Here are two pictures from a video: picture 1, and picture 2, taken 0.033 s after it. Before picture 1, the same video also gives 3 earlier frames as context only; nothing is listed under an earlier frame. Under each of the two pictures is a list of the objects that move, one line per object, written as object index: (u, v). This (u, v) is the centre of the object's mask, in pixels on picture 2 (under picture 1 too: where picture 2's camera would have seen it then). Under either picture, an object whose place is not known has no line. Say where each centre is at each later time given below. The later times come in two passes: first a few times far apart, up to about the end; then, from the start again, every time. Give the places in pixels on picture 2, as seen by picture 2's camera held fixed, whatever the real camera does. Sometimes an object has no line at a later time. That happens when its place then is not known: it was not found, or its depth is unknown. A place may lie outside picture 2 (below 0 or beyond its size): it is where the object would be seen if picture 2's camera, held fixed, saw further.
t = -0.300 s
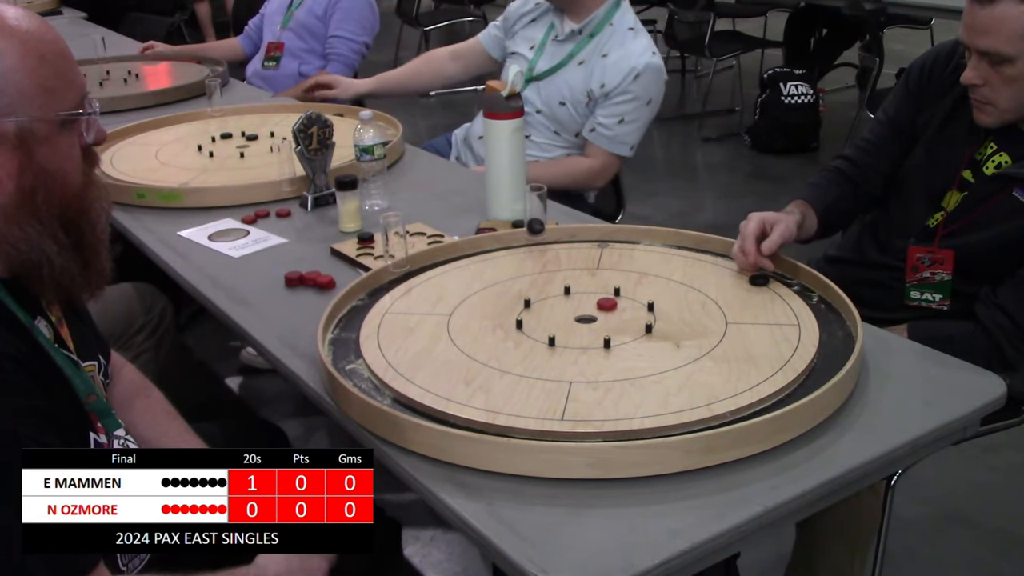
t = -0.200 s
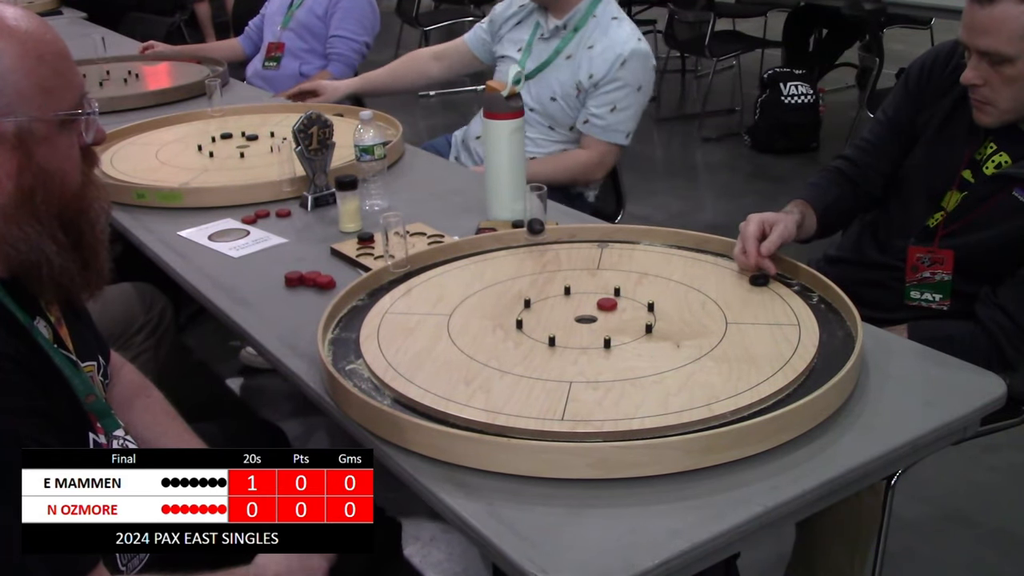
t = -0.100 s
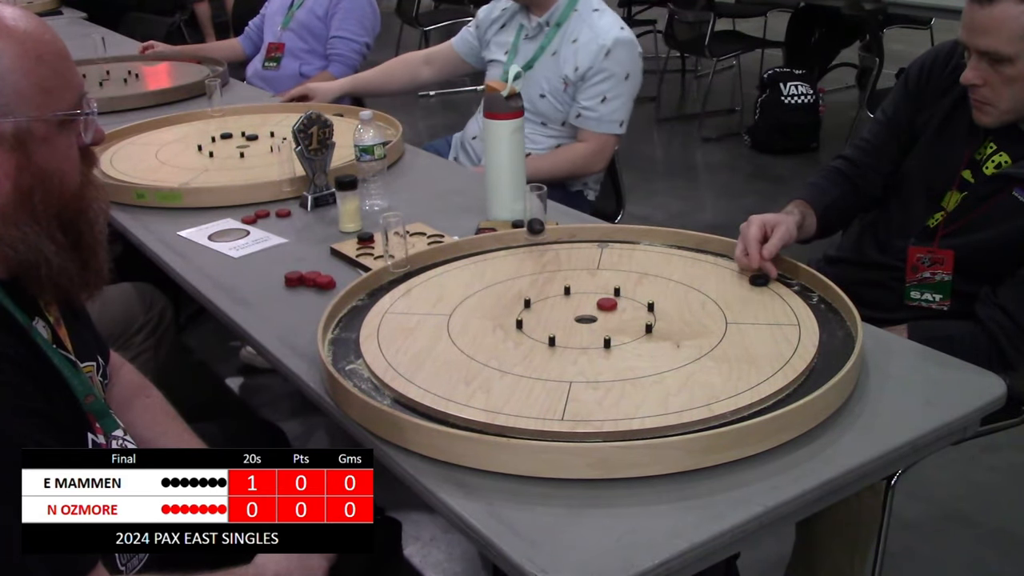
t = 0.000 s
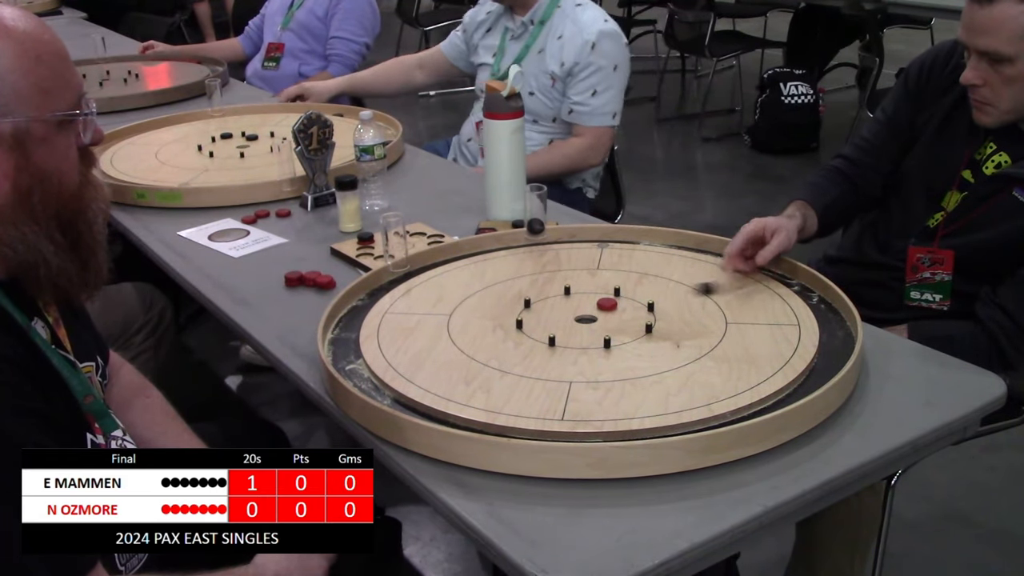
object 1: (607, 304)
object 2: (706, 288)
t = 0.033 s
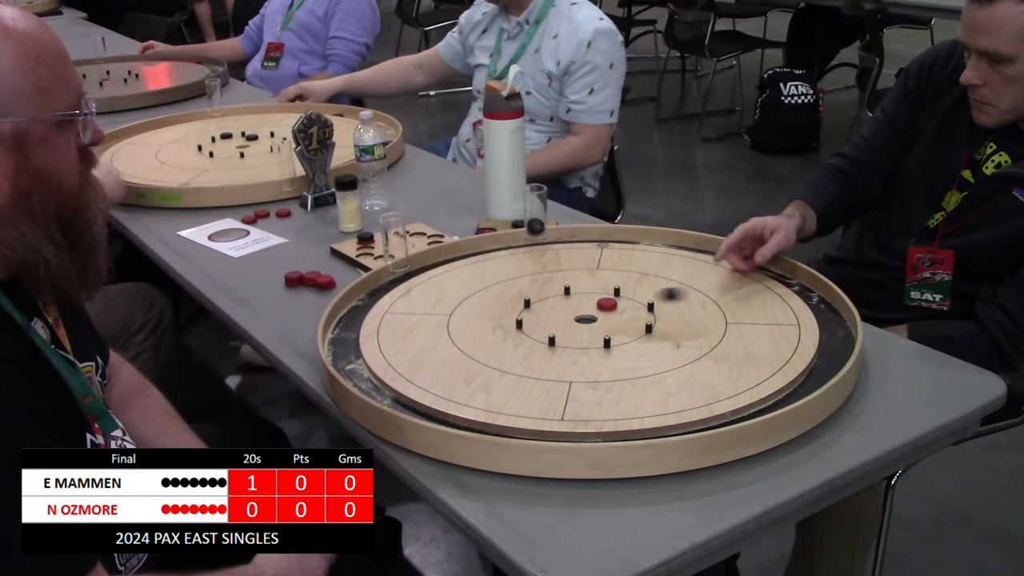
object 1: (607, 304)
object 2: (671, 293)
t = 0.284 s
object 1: (594, 330)
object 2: (581, 301)
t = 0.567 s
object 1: (784, 390)
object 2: (552, 300)
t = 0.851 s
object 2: (552, 300)
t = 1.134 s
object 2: (552, 300)
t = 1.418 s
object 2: (552, 300)
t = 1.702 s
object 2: (552, 300)
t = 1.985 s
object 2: (552, 300)
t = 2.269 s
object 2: (552, 300)
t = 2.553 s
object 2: (552, 300)
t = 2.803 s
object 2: (552, 300)
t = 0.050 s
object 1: (607, 304)
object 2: (654, 295)
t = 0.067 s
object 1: (607, 304)
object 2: (635, 299)
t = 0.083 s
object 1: (598, 306)
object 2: (623, 300)
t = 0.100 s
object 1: (580, 309)
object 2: (619, 300)
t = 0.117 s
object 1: (562, 312)
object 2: (615, 300)
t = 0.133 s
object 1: (545, 316)
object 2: (611, 300)
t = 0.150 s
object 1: (529, 318)
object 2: (607, 300)
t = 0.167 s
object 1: (528, 314)
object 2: (604, 300)
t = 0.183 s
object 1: (529, 310)
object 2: (600, 300)
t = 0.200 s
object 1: (539, 312)
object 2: (597, 300)
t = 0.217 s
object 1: (550, 316)
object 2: (594, 301)
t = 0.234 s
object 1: (560, 319)
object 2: (590, 301)
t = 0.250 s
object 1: (571, 323)
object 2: (587, 301)
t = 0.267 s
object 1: (583, 326)
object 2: (584, 301)
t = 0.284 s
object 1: (594, 330)
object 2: (581, 301)
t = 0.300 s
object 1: (604, 332)
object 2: (578, 301)
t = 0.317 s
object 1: (617, 336)
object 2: (575, 301)
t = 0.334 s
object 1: (627, 340)
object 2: (572, 301)
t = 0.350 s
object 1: (638, 344)
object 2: (569, 301)
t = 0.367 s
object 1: (650, 347)
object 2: (567, 301)
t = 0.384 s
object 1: (661, 351)
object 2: (565, 301)
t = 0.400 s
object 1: (672, 355)
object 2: (563, 301)
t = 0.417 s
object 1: (683, 358)
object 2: (561, 301)
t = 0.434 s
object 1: (694, 362)
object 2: (559, 301)
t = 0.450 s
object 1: (706, 366)
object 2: (558, 301)
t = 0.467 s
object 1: (717, 369)
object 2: (557, 301)
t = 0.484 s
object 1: (728, 372)
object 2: (555, 300)
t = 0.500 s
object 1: (739, 376)
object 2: (555, 300)
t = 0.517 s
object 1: (750, 379)
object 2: (554, 300)
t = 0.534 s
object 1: (762, 383)
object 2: (553, 300)
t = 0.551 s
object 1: (772, 386)
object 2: (553, 300)
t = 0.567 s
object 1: (784, 390)
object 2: (552, 300)
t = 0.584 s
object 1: (793, 394)
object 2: (552, 300)
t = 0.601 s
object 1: (793, 397)
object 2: (552, 300)
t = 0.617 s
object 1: (792, 398)
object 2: (552, 300)
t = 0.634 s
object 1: (788, 397)
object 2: (552, 300)
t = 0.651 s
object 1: (788, 397)
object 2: (552, 300)
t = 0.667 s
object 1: (790, 397)
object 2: (552, 300)
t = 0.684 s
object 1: (793, 397)
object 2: (552, 300)
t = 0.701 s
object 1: (794, 397)
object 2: (552, 300)
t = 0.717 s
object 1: (794, 397)
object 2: (552, 300)
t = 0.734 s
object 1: (794, 397)
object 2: (552, 300)
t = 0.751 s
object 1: (794, 397)
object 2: (552, 300)
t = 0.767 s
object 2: (552, 300)
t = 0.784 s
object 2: (552, 300)
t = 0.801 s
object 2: (552, 300)
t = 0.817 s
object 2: (552, 300)
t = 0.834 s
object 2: (552, 300)
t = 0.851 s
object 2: (552, 300)
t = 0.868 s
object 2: (552, 300)
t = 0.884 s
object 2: (552, 300)
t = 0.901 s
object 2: (552, 300)
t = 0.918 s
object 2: (552, 300)
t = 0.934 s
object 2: (552, 300)
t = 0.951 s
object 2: (552, 300)
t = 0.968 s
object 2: (552, 300)
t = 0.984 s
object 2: (552, 300)
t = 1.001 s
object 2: (552, 300)
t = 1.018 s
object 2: (552, 300)
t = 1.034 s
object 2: (552, 300)
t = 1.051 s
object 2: (552, 300)
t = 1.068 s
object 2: (552, 300)
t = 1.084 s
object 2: (552, 300)
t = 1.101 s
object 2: (552, 300)
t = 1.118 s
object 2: (552, 300)
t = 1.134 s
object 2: (552, 300)
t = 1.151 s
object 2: (552, 300)
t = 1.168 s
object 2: (552, 300)
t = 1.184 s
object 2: (552, 300)
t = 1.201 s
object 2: (552, 300)
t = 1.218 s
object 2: (552, 300)
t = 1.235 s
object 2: (552, 300)
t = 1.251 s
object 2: (552, 300)
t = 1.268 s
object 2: (552, 300)
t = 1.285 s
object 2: (552, 300)
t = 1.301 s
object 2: (552, 300)
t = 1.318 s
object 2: (552, 300)
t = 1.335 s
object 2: (552, 300)
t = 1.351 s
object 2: (552, 300)
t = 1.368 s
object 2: (552, 300)
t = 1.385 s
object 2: (552, 300)
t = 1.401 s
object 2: (552, 300)
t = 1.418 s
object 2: (552, 300)
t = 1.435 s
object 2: (552, 300)
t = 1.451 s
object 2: (552, 300)
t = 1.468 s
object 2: (552, 300)
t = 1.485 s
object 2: (552, 300)
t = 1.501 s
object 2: (552, 300)
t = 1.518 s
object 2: (552, 300)
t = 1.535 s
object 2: (552, 300)
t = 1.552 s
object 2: (552, 300)
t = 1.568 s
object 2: (552, 300)
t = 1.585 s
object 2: (552, 300)
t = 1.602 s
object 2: (552, 300)
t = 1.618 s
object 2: (552, 300)
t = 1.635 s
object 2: (552, 300)
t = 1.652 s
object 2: (552, 300)
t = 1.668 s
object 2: (552, 300)
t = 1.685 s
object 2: (552, 300)
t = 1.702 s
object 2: (552, 300)
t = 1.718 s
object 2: (552, 300)
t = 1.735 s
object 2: (552, 301)
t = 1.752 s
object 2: (552, 300)
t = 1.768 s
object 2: (552, 300)
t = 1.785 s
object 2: (552, 300)
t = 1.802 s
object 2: (552, 300)
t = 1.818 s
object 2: (552, 300)
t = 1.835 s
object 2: (552, 300)
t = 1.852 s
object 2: (552, 300)
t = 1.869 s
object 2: (552, 300)
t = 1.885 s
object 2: (552, 300)
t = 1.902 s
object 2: (552, 300)
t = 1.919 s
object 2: (552, 300)
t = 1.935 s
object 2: (552, 300)
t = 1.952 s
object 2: (552, 300)
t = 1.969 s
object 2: (552, 300)
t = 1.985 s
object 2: (552, 300)
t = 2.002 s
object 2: (552, 300)
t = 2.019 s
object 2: (552, 300)
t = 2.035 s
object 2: (552, 300)
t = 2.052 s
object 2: (552, 300)
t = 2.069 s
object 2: (552, 300)
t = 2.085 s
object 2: (552, 300)
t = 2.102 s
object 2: (552, 300)
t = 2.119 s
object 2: (552, 300)
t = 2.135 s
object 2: (552, 300)
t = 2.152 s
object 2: (552, 300)
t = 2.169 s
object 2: (552, 300)
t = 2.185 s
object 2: (552, 300)
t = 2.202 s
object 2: (552, 300)
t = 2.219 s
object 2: (552, 300)
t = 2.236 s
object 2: (552, 300)
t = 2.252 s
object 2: (552, 300)
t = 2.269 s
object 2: (552, 300)
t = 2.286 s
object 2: (552, 300)
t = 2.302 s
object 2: (552, 300)
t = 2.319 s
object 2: (552, 300)
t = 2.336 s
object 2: (552, 300)
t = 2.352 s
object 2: (552, 300)
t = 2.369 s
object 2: (552, 300)
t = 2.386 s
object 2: (552, 300)
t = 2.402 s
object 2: (552, 300)
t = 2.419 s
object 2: (552, 300)
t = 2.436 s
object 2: (552, 300)
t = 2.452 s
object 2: (552, 300)
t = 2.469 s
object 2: (552, 300)
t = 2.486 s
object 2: (552, 300)
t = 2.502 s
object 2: (552, 300)
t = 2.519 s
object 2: (552, 300)
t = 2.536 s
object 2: (552, 300)
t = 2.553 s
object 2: (552, 300)
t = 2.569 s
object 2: (552, 300)
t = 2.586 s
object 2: (552, 300)
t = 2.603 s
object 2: (552, 300)
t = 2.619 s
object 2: (552, 300)
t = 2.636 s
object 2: (551, 300)
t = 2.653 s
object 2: (552, 300)
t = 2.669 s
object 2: (551, 300)
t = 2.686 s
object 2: (551, 300)
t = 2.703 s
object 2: (552, 300)
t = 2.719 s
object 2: (552, 300)
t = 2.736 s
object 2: (552, 300)
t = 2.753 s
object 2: (552, 300)
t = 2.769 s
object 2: (551, 300)
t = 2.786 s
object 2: (552, 300)
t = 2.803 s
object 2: (552, 300)
